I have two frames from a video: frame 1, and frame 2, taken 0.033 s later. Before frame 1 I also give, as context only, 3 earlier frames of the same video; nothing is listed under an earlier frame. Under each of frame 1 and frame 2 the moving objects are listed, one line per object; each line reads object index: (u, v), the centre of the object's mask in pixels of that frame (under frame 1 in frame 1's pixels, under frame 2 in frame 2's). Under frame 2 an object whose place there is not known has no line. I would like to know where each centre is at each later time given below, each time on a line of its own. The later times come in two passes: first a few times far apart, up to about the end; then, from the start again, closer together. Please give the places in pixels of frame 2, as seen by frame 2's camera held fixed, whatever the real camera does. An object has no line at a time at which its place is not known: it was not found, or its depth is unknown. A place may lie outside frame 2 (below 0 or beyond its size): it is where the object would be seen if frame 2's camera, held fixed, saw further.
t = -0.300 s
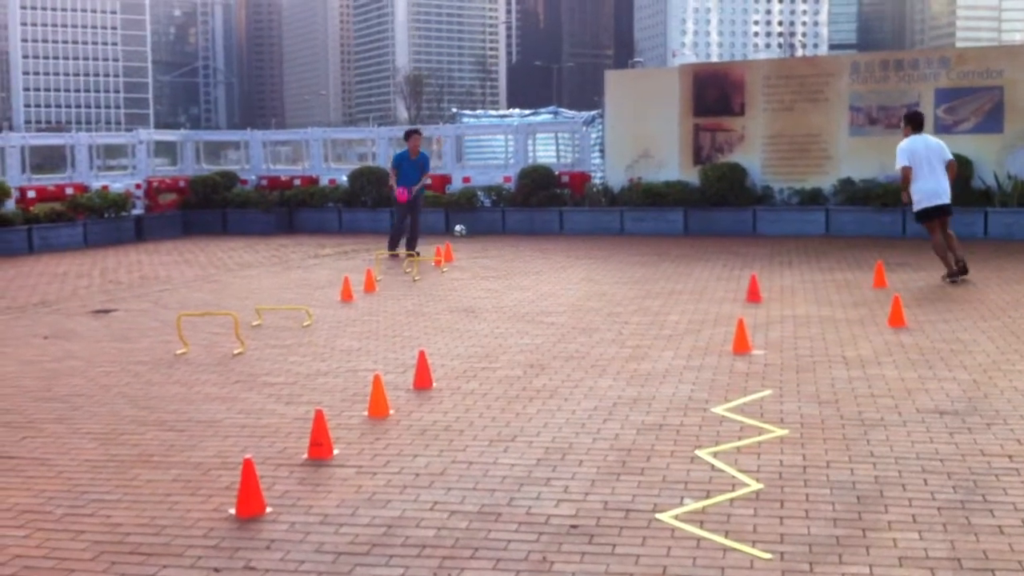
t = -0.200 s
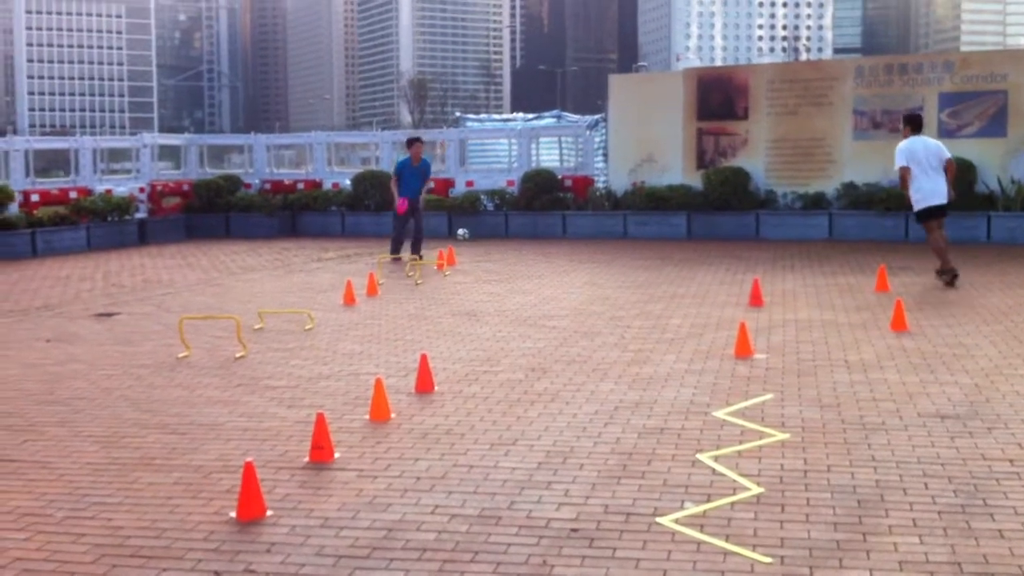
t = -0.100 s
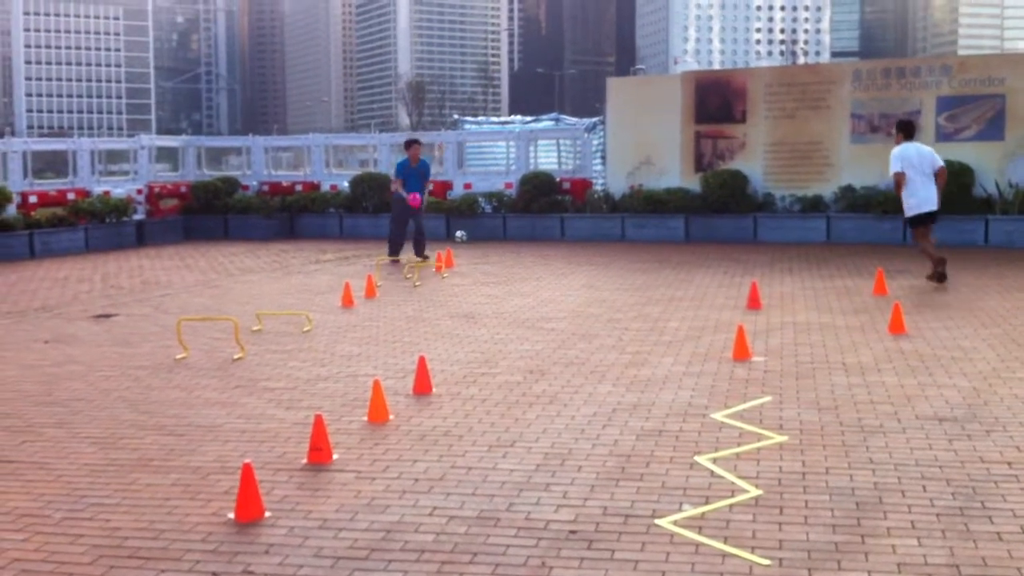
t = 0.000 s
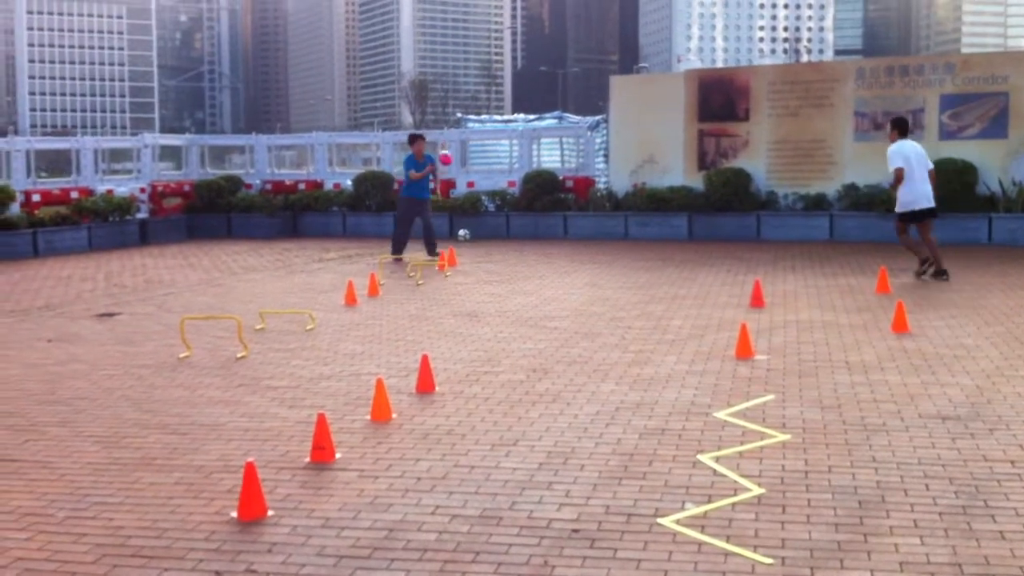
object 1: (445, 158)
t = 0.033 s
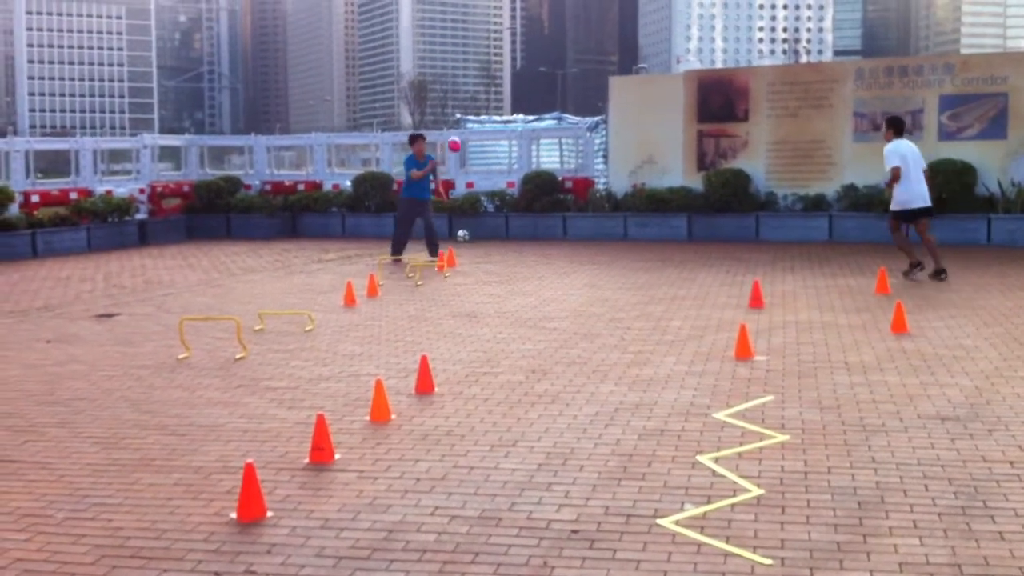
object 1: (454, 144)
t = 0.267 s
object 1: (520, 68)
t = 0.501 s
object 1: (587, 39)
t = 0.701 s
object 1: (643, 50)
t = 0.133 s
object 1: (483, 105)
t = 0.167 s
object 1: (491, 94)
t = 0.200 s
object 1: (501, 85)
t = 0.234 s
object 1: (510, 77)
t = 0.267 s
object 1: (520, 68)
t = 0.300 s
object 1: (529, 61)
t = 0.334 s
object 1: (539, 55)
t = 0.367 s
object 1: (548, 50)
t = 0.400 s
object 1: (558, 46)
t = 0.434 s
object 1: (567, 43)
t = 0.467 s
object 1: (577, 40)
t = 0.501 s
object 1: (587, 39)
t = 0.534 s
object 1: (596, 38)
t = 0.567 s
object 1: (606, 38)
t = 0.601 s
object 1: (614, 40)
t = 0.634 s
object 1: (624, 42)
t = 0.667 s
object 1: (634, 46)
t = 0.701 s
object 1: (643, 50)
